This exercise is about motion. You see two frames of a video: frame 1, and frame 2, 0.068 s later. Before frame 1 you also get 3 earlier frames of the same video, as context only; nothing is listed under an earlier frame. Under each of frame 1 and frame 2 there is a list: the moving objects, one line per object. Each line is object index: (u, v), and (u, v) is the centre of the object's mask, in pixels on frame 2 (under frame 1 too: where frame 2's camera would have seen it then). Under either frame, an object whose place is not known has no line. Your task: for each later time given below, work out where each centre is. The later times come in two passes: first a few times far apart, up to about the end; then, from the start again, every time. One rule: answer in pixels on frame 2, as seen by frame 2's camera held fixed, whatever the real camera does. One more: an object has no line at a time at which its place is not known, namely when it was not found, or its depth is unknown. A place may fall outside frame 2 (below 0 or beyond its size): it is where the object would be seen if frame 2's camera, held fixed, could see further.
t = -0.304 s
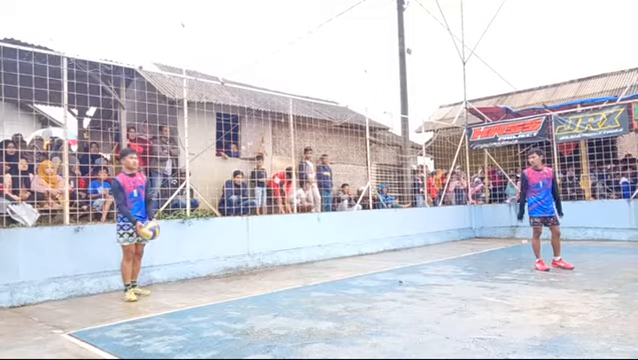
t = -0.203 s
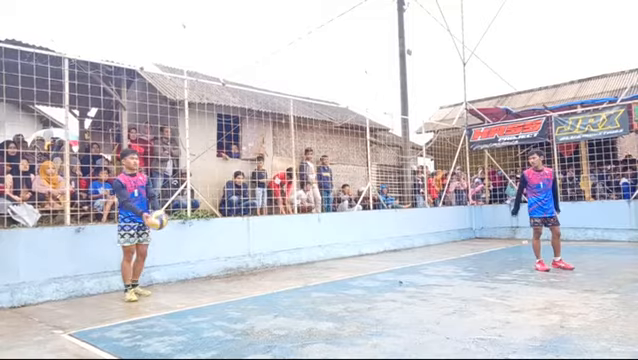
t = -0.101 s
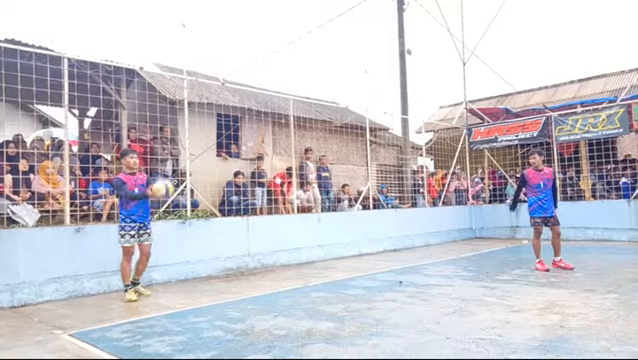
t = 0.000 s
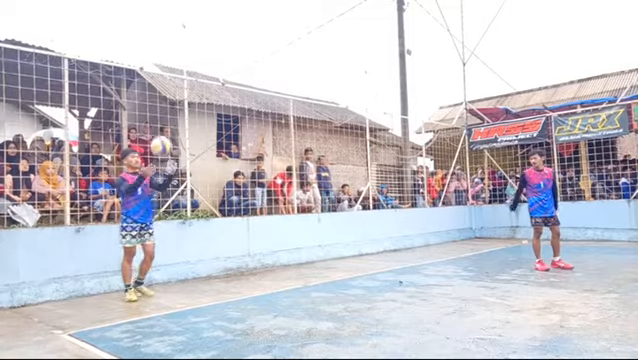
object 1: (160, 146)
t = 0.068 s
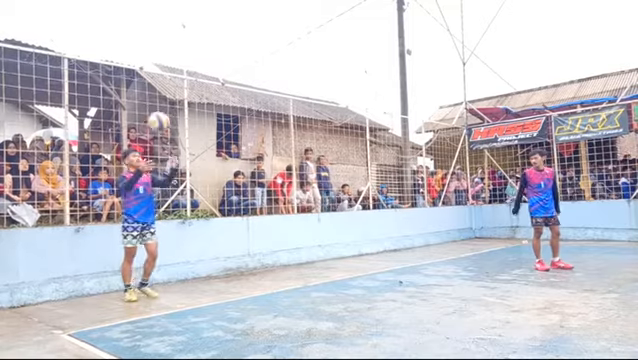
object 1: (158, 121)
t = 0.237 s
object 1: (153, 80)
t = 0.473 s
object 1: (147, 65)
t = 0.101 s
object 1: (157, 111)
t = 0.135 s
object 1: (156, 102)
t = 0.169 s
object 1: (156, 93)
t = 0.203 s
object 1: (154, 85)
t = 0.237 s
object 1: (153, 80)
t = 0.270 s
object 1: (153, 74)
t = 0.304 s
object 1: (152, 71)
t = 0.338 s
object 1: (152, 68)
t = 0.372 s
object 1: (151, 66)
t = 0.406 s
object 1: (149, 65)
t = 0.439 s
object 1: (149, 64)
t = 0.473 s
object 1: (147, 65)
